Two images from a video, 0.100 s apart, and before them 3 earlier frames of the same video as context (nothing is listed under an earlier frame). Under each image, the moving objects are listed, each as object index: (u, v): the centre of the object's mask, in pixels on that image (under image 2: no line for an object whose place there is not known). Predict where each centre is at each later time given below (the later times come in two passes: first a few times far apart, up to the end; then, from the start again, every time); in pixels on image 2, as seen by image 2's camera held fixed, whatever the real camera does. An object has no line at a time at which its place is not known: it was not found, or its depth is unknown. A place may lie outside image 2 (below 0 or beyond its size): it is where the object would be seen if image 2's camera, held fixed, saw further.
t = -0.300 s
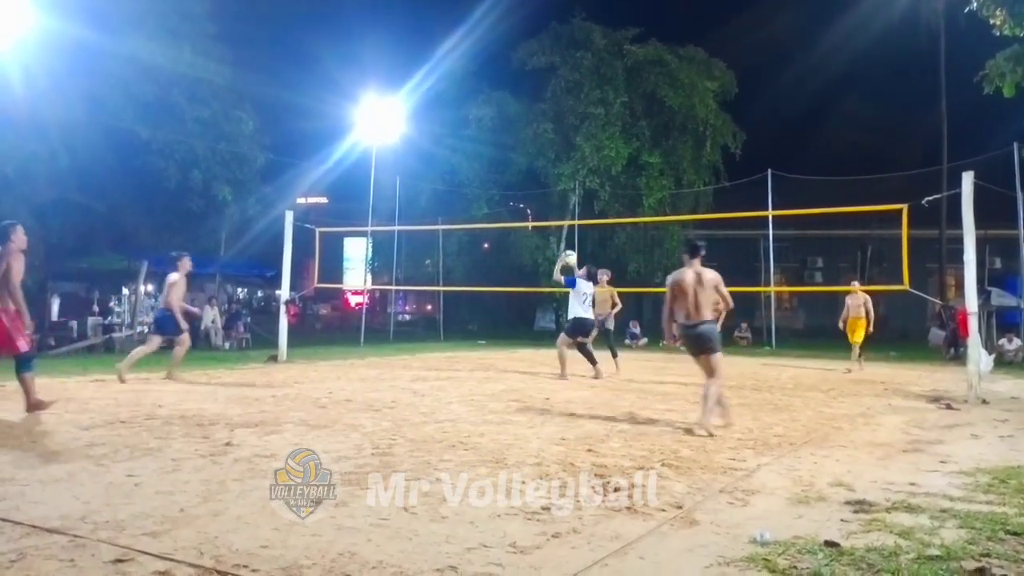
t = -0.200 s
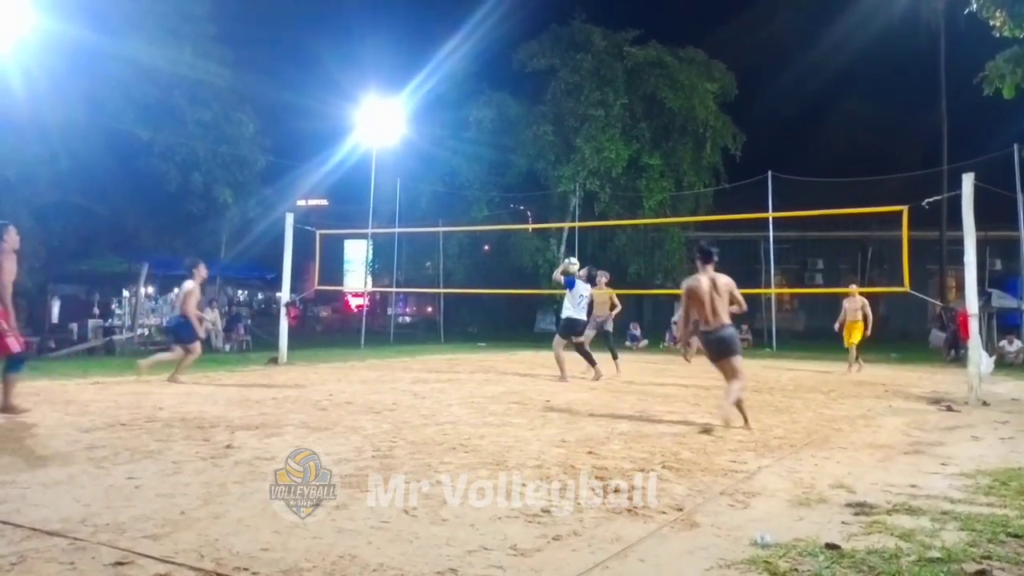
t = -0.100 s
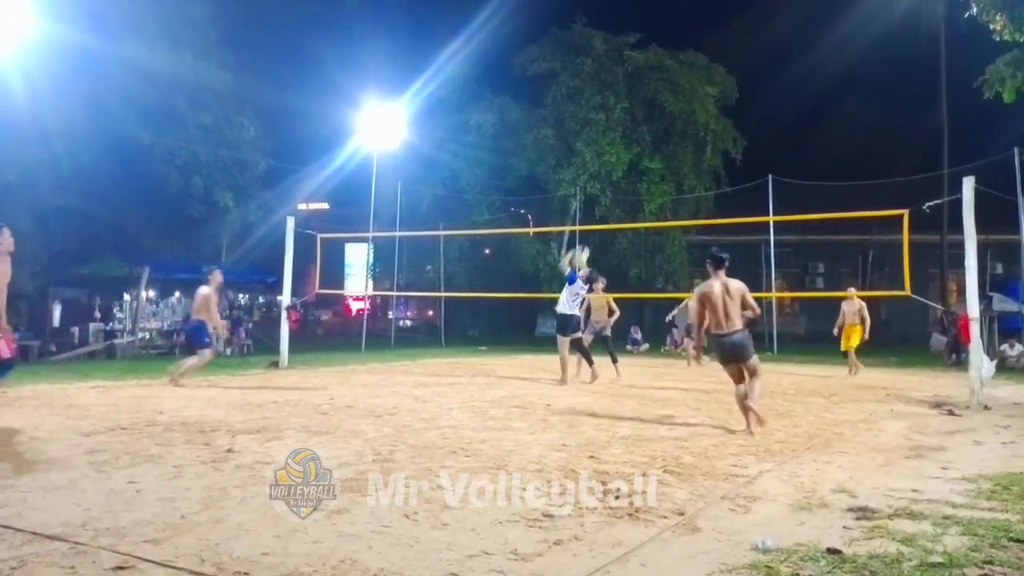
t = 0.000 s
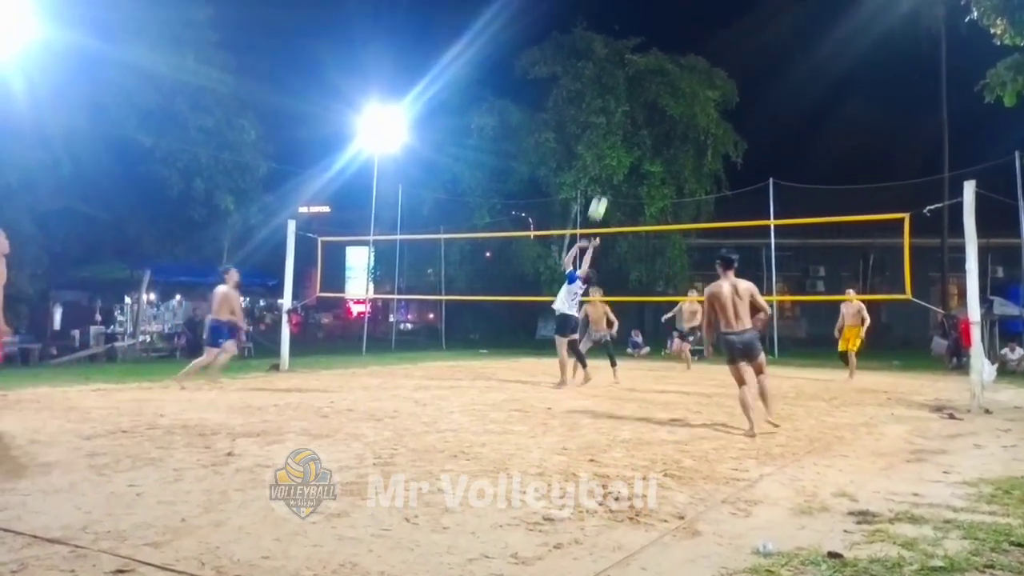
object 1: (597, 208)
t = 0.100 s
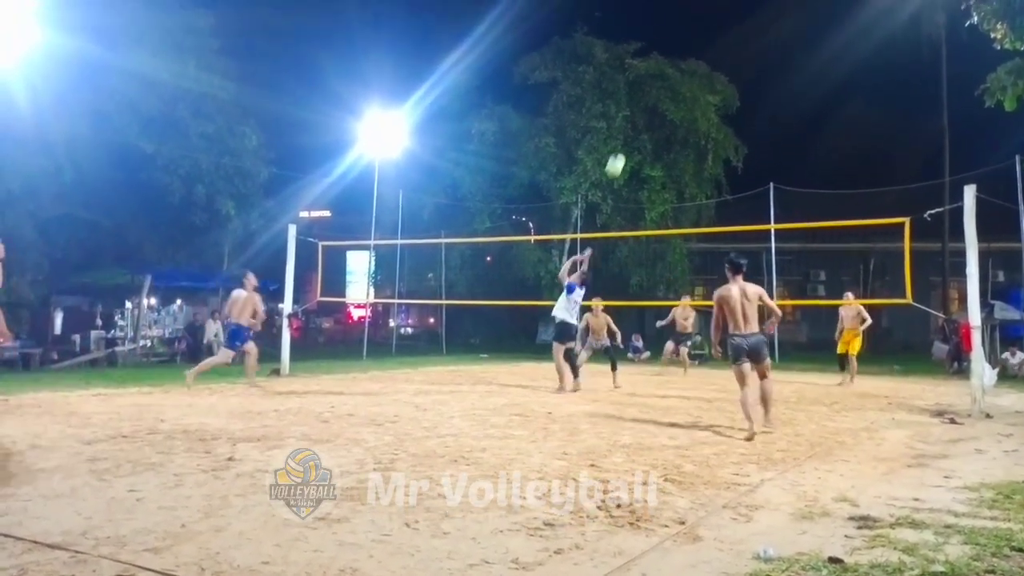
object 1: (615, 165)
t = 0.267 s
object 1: (643, 101)
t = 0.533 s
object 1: (685, 38)
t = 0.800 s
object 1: (726, 26)
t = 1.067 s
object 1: (767, 64)
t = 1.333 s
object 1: (807, 156)
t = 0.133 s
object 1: (620, 151)
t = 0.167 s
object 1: (626, 138)
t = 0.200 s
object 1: (632, 125)
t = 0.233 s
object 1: (637, 113)
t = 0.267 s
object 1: (643, 101)
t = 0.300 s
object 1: (648, 91)
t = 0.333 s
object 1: (653, 81)
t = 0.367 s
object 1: (658, 72)
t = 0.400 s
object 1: (663, 64)
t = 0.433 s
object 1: (669, 56)
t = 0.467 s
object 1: (674, 50)
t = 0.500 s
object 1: (679, 44)
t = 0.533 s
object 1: (685, 38)
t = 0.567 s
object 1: (690, 34)
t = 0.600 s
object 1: (695, 31)
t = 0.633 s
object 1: (700, 28)
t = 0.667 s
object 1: (705, 26)
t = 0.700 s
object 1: (710, 25)
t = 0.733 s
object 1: (716, 25)
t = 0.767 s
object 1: (721, 25)
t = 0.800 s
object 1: (726, 26)
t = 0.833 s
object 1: (731, 28)
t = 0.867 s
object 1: (736, 31)
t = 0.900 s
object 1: (742, 34)
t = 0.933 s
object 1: (747, 38)
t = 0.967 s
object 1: (752, 43)
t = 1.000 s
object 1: (757, 49)
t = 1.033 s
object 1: (762, 56)
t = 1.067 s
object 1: (767, 64)
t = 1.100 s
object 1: (773, 73)
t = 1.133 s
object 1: (777, 82)
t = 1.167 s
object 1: (783, 92)
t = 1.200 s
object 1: (788, 104)
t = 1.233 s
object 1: (792, 115)
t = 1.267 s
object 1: (797, 129)
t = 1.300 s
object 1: (802, 142)
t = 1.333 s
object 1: (807, 156)
